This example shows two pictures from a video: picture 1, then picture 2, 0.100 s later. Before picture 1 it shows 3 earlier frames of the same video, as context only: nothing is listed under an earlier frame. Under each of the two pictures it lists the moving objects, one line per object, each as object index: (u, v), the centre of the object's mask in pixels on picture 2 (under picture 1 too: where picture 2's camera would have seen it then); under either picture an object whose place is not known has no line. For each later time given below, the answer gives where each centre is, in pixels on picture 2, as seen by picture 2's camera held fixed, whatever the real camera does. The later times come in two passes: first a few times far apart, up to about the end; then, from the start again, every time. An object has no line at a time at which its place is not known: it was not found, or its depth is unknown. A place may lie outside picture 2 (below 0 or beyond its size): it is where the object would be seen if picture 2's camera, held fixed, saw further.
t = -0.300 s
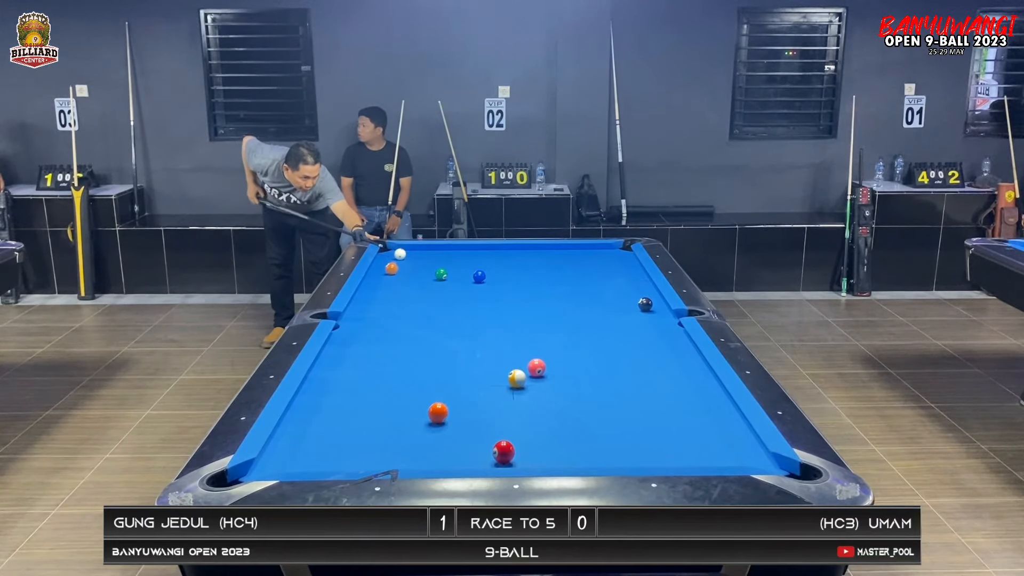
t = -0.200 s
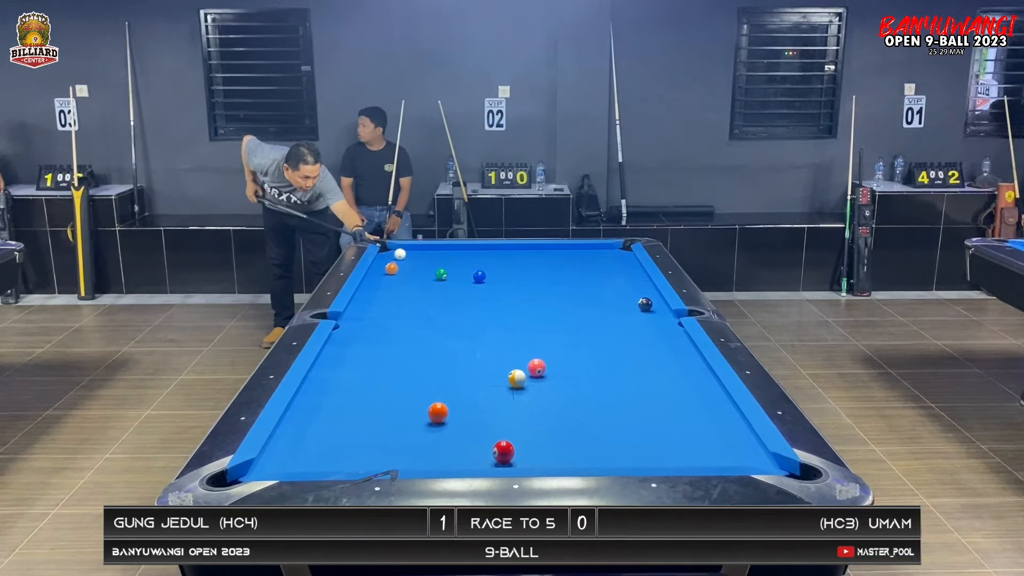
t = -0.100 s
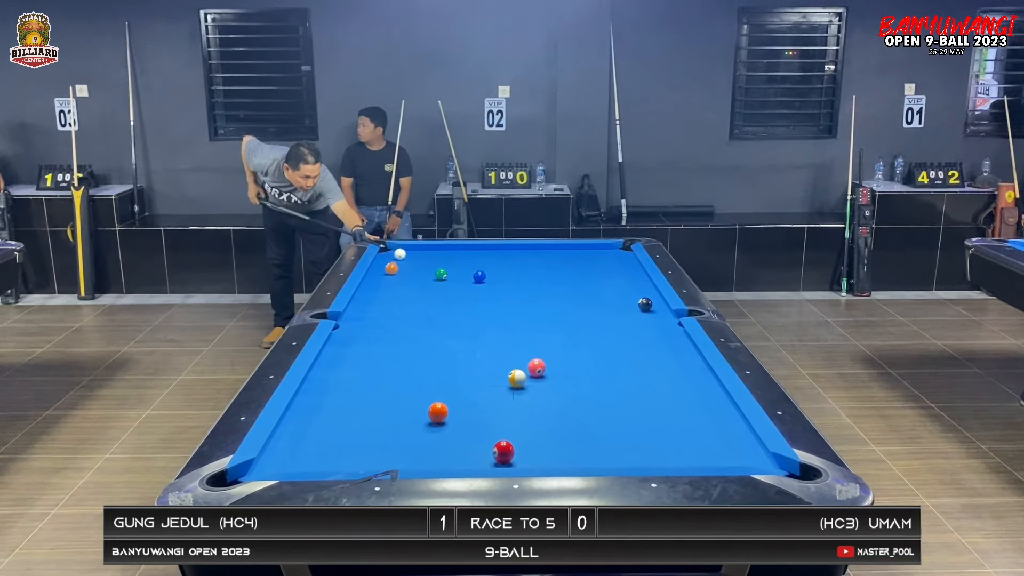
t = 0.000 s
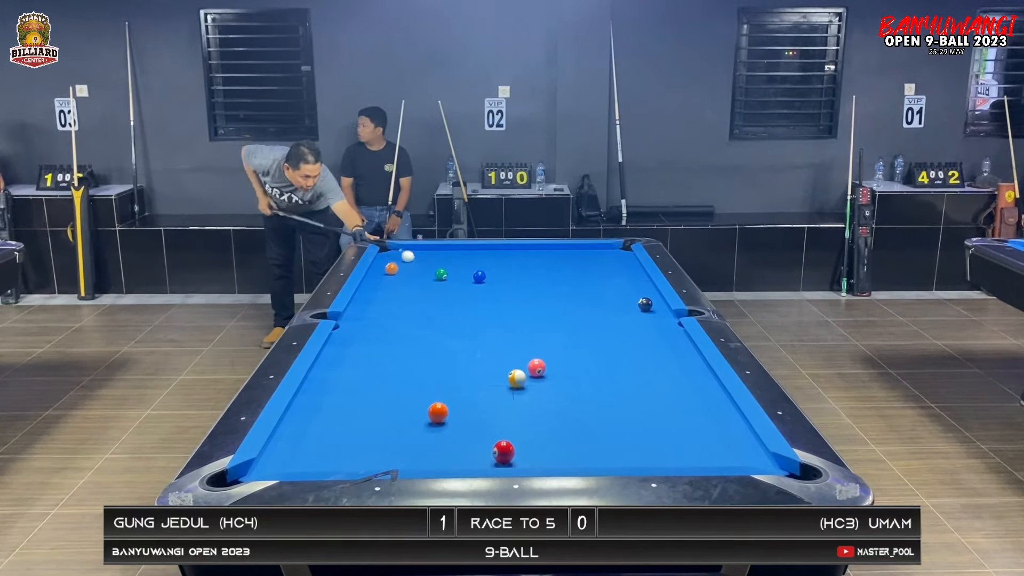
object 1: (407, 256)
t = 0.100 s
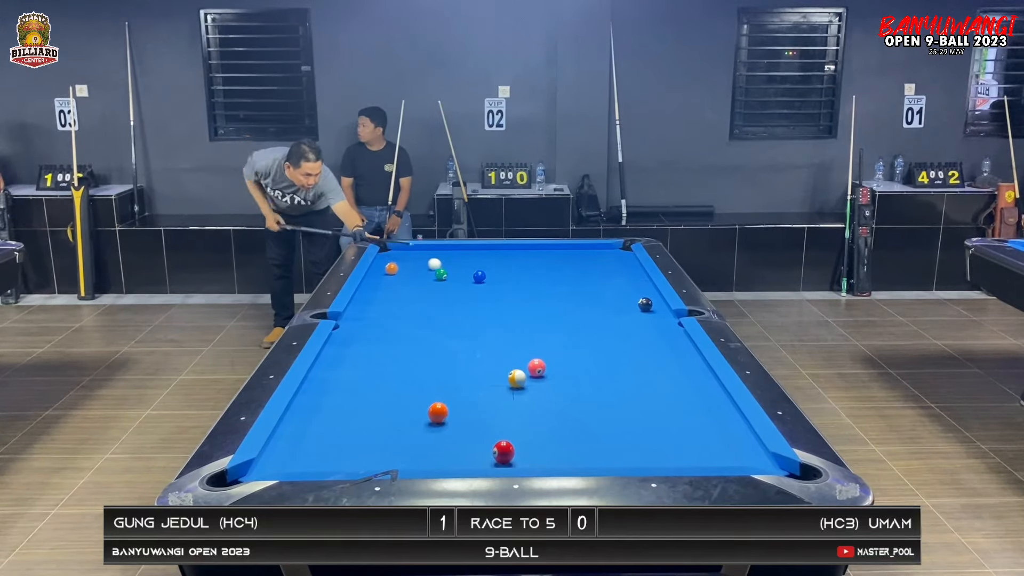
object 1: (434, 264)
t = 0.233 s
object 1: (469, 275)
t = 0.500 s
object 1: (471, 282)
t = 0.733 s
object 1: (481, 291)
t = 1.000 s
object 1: (492, 301)
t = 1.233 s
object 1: (503, 310)
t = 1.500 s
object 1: (516, 321)
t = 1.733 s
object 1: (527, 331)
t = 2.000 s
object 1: (541, 342)
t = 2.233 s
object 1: (553, 353)
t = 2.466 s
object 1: (566, 364)
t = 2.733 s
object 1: (581, 377)
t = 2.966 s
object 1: (595, 388)
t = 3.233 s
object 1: (611, 402)
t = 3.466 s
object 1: (625, 414)
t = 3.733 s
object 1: (642, 428)
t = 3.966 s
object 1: (657, 441)
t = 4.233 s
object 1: (674, 454)
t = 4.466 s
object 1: (687, 461)
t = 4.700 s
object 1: (689, 457)
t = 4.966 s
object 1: (690, 454)
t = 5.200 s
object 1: (690, 448)
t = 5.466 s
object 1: (690, 443)
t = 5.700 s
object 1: (690, 440)
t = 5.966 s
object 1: (689, 437)
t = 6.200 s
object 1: (689, 435)
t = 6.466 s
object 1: (689, 433)
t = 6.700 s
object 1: (689, 433)
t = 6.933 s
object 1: (689, 432)
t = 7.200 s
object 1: (689, 432)
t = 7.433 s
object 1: (689, 432)
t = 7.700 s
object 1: (689, 432)
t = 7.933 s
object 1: (689, 432)
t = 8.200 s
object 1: (689, 432)
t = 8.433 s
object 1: (689, 432)
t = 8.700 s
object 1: (689, 432)
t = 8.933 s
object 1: (689, 432)
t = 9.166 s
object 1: (689, 432)
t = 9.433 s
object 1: (689, 432)
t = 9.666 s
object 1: (689, 432)
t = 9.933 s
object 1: (689, 432)
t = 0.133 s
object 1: (444, 265)
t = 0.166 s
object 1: (453, 269)
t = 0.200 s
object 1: (463, 273)
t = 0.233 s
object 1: (469, 275)
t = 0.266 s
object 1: (468, 275)
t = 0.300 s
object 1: (467, 276)
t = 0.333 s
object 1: (467, 277)
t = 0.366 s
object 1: (467, 278)
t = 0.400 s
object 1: (467, 279)
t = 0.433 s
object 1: (469, 280)
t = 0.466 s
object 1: (470, 281)
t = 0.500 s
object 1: (471, 282)
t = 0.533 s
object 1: (473, 284)
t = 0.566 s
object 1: (474, 285)
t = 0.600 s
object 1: (475, 286)
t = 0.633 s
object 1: (477, 287)
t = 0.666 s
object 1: (478, 288)
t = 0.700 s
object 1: (480, 289)
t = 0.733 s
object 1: (481, 291)
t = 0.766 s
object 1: (482, 292)
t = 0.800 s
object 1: (484, 293)
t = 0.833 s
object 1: (485, 294)
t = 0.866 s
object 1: (486, 296)
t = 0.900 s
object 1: (488, 297)
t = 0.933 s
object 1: (489, 298)
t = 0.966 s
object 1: (491, 300)
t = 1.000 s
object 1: (492, 301)
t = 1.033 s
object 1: (494, 302)
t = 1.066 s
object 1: (495, 303)
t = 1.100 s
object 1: (497, 305)
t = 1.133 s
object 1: (498, 306)
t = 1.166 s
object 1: (500, 307)
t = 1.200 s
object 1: (501, 309)
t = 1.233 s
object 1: (503, 310)
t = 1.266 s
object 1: (504, 311)
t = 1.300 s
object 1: (506, 312)
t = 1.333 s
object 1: (507, 314)
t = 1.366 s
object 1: (509, 315)
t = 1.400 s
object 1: (511, 316)
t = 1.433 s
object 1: (512, 318)
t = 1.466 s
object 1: (514, 319)
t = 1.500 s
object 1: (516, 321)
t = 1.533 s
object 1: (517, 322)
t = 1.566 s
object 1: (519, 324)
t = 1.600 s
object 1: (520, 325)
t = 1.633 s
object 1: (522, 326)
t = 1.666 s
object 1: (524, 328)
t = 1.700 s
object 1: (525, 329)
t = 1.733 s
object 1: (527, 331)
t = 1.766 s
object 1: (529, 332)
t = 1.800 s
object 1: (530, 333)
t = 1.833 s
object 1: (532, 335)
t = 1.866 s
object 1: (534, 336)
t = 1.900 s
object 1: (536, 338)
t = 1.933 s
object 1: (537, 339)
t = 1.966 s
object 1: (539, 341)
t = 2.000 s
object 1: (541, 342)
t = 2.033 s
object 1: (543, 344)
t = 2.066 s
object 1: (544, 345)
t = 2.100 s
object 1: (546, 347)
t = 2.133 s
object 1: (548, 348)
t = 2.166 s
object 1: (550, 350)
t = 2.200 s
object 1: (552, 351)
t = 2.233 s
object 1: (553, 353)
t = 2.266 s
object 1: (555, 354)
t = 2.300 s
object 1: (557, 356)
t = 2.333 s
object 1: (559, 357)
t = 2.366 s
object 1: (561, 359)
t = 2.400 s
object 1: (563, 361)
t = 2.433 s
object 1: (564, 362)
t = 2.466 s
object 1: (566, 364)
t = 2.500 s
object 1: (568, 365)
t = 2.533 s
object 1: (570, 367)
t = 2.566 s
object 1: (572, 368)
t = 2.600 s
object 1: (574, 370)
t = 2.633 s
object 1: (575, 372)
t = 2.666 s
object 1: (577, 373)
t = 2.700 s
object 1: (579, 375)
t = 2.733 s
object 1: (581, 377)
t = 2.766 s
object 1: (583, 379)
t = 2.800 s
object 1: (585, 380)
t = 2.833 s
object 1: (587, 382)
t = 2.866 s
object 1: (589, 383)
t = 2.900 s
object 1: (591, 385)
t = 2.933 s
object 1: (593, 387)
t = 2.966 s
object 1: (595, 388)
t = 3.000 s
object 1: (597, 390)
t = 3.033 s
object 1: (599, 392)
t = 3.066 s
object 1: (601, 393)
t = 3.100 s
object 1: (603, 395)
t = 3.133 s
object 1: (605, 397)
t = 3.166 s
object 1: (607, 398)
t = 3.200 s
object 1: (609, 400)
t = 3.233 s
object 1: (611, 402)
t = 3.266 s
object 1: (613, 403)
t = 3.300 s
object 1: (615, 406)
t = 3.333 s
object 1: (617, 407)
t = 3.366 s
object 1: (619, 409)
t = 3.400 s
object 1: (621, 411)
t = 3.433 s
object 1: (623, 412)
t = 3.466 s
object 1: (625, 414)
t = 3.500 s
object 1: (627, 416)
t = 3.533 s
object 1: (629, 418)
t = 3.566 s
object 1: (631, 419)
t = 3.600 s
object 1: (634, 421)
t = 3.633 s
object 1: (636, 423)
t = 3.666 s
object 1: (638, 425)
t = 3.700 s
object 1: (640, 426)
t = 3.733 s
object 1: (642, 428)
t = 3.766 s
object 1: (644, 430)
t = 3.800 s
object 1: (646, 432)
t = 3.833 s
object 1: (648, 434)
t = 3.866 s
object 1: (651, 436)
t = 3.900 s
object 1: (653, 437)
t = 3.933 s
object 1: (655, 439)
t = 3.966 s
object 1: (657, 441)
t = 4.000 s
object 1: (659, 442)
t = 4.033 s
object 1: (661, 444)
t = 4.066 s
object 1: (663, 446)
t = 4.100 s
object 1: (665, 448)
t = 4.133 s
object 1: (667, 449)
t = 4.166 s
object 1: (669, 451)
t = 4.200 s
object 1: (671, 453)
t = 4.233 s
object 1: (674, 454)
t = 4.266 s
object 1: (675, 455)
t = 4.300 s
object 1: (678, 457)
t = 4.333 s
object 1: (680, 458)
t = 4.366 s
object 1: (681, 458)
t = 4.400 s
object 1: (683, 459)
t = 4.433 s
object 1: (686, 461)
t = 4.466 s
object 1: (687, 461)
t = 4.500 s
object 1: (687, 460)
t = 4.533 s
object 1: (687, 459)
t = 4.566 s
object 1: (687, 459)
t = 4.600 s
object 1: (688, 458)
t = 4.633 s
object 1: (688, 458)
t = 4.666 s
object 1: (688, 458)
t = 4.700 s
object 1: (689, 457)
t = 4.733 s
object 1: (689, 456)
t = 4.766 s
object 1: (689, 456)
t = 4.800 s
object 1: (689, 456)
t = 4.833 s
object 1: (689, 456)
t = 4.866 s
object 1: (690, 455)
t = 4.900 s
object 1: (690, 455)
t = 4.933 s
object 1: (690, 454)
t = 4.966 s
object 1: (690, 454)
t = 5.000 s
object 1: (690, 453)
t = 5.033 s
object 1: (690, 452)
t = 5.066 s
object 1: (690, 451)
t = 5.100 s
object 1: (690, 450)
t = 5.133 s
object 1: (690, 449)
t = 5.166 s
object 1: (690, 449)
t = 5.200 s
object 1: (690, 448)
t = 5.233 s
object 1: (690, 447)
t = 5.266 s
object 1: (690, 447)
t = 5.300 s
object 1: (690, 446)
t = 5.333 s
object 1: (690, 445)
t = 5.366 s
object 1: (690, 445)
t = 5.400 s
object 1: (690, 444)
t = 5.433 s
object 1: (690, 444)
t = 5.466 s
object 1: (690, 443)
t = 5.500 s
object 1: (690, 443)
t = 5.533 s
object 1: (690, 442)
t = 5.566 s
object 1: (690, 442)
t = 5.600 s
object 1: (690, 441)
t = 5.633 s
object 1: (690, 441)
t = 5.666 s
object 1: (690, 440)
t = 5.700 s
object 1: (690, 440)
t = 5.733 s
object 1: (690, 440)
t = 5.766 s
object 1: (690, 439)
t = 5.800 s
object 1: (690, 439)
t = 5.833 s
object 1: (690, 438)
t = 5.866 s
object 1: (689, 438)
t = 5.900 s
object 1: (689, 438)
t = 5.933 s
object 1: (689, 437)
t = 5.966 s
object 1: (689, 437)
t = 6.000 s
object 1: (689, 436)
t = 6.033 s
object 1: (689, 436)
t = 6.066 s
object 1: (689, 436)
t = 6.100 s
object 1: (689, 435)
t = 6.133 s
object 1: (689, 435)
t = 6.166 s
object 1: (689, 435)
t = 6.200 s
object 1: (689, 435)
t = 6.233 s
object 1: (689, 434)
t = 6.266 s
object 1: (689, 434)
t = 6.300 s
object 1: (689, 434)
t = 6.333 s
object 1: (689, 434)
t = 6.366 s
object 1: (689, 434)
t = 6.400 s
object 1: (689, 433)
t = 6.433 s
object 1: (689, 433)
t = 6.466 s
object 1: (689, 433)
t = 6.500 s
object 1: (689, 433)
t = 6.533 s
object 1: (689, 433)
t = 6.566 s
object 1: (689, 433)
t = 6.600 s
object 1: (689, 433)
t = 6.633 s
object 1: (689, 433)
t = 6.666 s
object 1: (689, 433)
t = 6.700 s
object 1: (689, 433)
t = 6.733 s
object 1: (689, 433)
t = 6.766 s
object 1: (689, 432)
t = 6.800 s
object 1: (689, 432)
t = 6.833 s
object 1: (689, 432)
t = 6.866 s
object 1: (689, 432)
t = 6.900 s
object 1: (689, 432)
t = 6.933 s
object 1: (689, 432)
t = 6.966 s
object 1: (689, 432)
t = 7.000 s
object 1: (689, 432)
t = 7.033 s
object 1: (689, 432)
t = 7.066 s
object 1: (689, 432)
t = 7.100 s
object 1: (689, 432)
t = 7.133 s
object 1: (689, 432)
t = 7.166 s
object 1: (689, 432)
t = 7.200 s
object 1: (689, 432)
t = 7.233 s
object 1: (689, 432)
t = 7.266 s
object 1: (689, 432)
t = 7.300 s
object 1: (689, 432)
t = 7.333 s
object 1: (689, 432)
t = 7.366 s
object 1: (689, 432)
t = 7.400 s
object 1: (689, 432)
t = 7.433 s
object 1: (689, 432)
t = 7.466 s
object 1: (689, 432)
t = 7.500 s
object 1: (689, 432)
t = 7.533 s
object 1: (689, 432)
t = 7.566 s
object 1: (689, 432)
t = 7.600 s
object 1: (689, 432)
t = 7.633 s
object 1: (689, 432)
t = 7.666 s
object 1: (689, 432)
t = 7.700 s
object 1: (689, 432)
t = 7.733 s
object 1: (689, 432)
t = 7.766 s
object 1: (689, 432)
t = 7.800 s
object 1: (689, 432)
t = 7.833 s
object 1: (689, 432)
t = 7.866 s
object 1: (689, 432)
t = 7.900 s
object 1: (689, 432)
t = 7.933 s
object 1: (689, 432)
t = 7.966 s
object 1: (689, 432)
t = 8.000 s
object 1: (689, 432)
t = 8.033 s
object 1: (689, 432)
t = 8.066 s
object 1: (689, 432)
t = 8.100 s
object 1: (689, 432)
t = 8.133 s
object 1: (689, 432)
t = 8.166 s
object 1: (689, 432)
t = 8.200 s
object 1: (689, 432)
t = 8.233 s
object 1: (689, 432)
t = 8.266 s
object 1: (689, 432)
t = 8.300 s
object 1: (689, 432)
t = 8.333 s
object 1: (689, 432)
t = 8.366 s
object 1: (689, 432)
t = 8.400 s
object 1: (689, 432)
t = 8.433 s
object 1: (689, 432)
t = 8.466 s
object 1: (689, 432)
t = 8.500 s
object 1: (689, 432)
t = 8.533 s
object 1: (689, 432)
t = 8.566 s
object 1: (689, 432)
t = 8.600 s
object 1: (689, 432)
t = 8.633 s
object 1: (689, 432)
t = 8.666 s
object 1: (689, 432)
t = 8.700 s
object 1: (689, 432)
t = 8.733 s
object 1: (689, 432)
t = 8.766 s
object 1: (689, 432)
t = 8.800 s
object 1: (689, 432)
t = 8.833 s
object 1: (689, 432)
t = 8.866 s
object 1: (689, 432)
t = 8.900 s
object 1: (689, 432)
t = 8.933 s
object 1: (689, 432)
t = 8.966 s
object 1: (689, 432)
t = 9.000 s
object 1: (689, 432)
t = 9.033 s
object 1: (689, 432)
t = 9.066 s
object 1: (689, 432)
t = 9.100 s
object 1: (689, 432)
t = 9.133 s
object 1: (689, 432)
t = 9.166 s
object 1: (689, 432)
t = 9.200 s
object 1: (689, 432)
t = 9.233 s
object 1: (689, 432)
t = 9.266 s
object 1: (689, 432)
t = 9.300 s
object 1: (689, 432)
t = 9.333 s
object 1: (689, 432)
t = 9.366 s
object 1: (689, 432)
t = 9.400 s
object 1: (689, 432)
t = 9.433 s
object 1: (689, 432)
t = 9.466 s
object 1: (689, 432)
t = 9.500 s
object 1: (689, 432)
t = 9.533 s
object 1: (689, 432)
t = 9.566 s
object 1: (689, 432)
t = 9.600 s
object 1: (689, 432)
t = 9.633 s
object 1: (689, 432)
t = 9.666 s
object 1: (689, 432)
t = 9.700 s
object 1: (689, 432)
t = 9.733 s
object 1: (689, 432)
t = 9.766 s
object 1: (689, 432)
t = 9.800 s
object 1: (689, 432)
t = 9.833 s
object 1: (689, 432)
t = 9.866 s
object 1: (689, 432)
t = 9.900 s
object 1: (689, 432)
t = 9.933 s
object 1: (689, 432)
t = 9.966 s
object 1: (689, 432)
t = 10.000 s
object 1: (689, 432)
